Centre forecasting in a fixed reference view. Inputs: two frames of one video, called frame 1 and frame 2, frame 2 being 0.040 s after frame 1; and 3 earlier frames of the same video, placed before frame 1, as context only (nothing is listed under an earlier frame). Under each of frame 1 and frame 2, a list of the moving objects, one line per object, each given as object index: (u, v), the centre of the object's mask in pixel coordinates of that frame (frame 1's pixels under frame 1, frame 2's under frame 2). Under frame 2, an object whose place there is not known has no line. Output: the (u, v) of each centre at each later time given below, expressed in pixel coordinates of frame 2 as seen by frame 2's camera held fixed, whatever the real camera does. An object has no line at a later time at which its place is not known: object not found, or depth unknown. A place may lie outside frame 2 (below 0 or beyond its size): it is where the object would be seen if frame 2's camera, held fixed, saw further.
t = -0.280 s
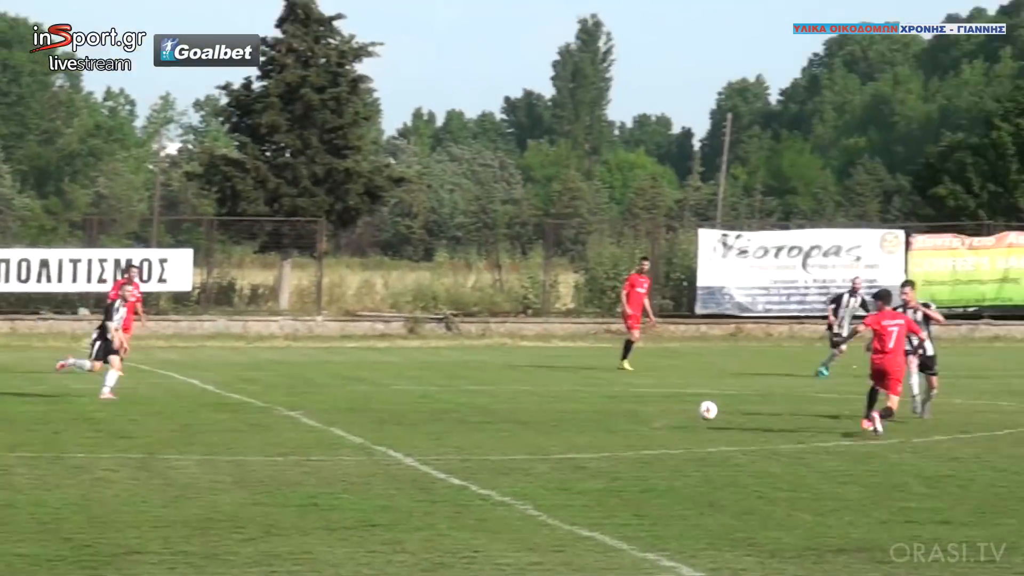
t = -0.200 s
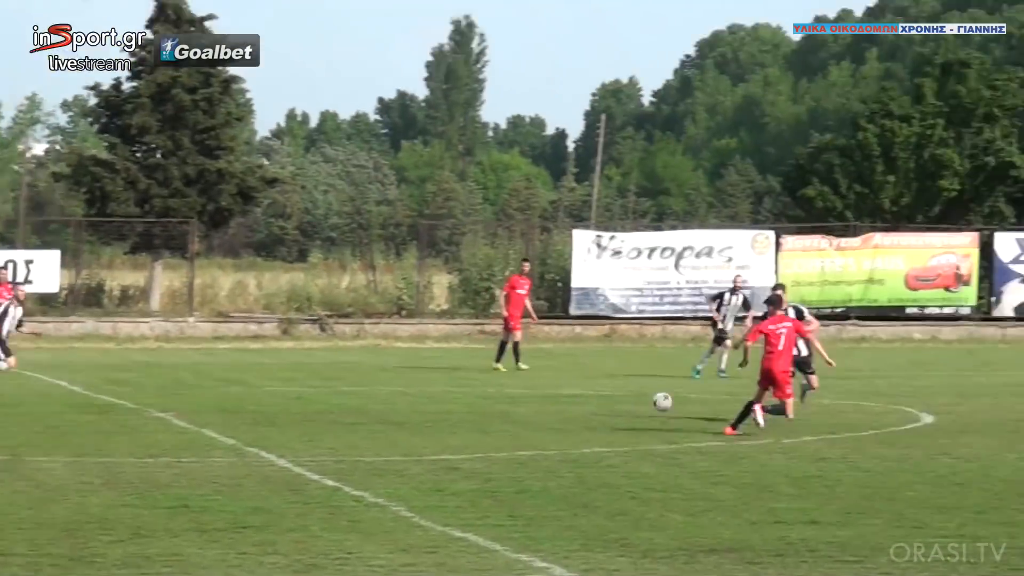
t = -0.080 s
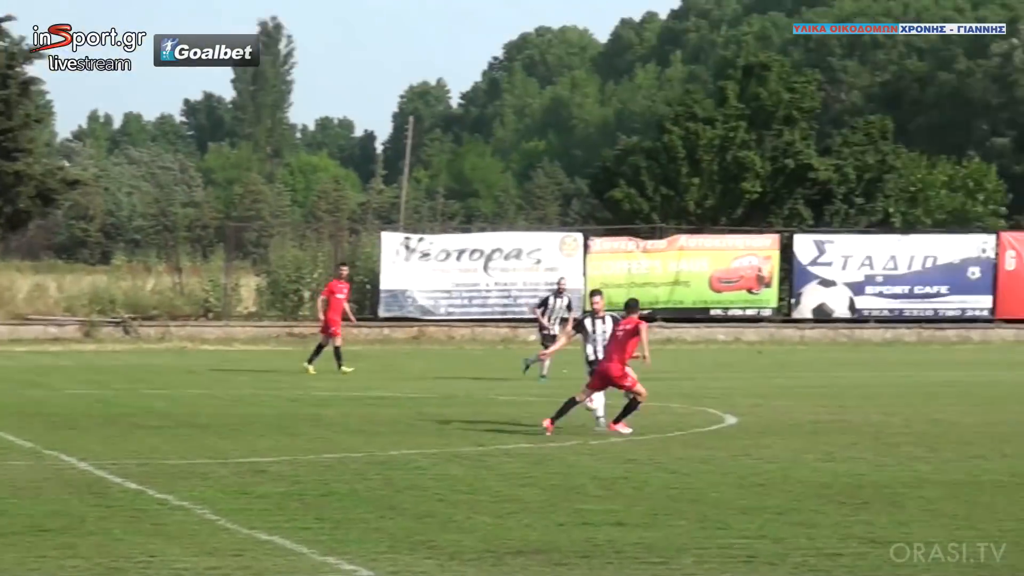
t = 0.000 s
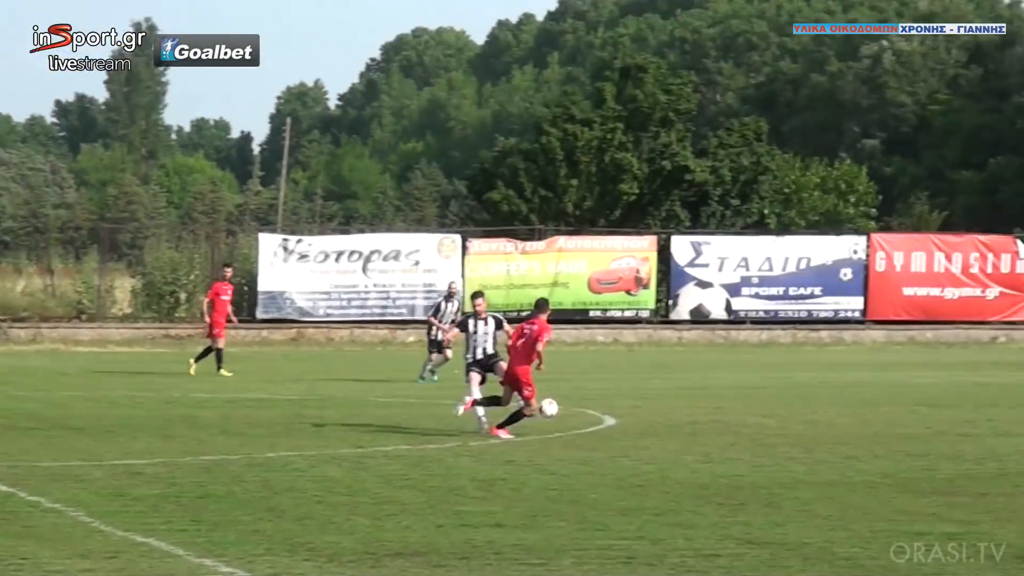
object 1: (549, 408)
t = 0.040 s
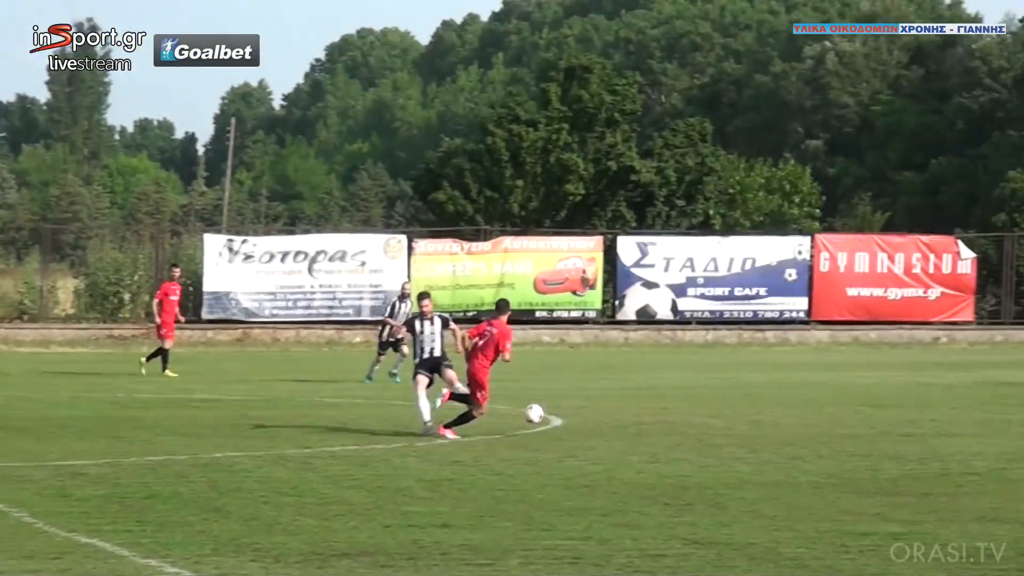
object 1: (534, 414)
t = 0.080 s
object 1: (571, 424)
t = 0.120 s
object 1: (608, 436)
